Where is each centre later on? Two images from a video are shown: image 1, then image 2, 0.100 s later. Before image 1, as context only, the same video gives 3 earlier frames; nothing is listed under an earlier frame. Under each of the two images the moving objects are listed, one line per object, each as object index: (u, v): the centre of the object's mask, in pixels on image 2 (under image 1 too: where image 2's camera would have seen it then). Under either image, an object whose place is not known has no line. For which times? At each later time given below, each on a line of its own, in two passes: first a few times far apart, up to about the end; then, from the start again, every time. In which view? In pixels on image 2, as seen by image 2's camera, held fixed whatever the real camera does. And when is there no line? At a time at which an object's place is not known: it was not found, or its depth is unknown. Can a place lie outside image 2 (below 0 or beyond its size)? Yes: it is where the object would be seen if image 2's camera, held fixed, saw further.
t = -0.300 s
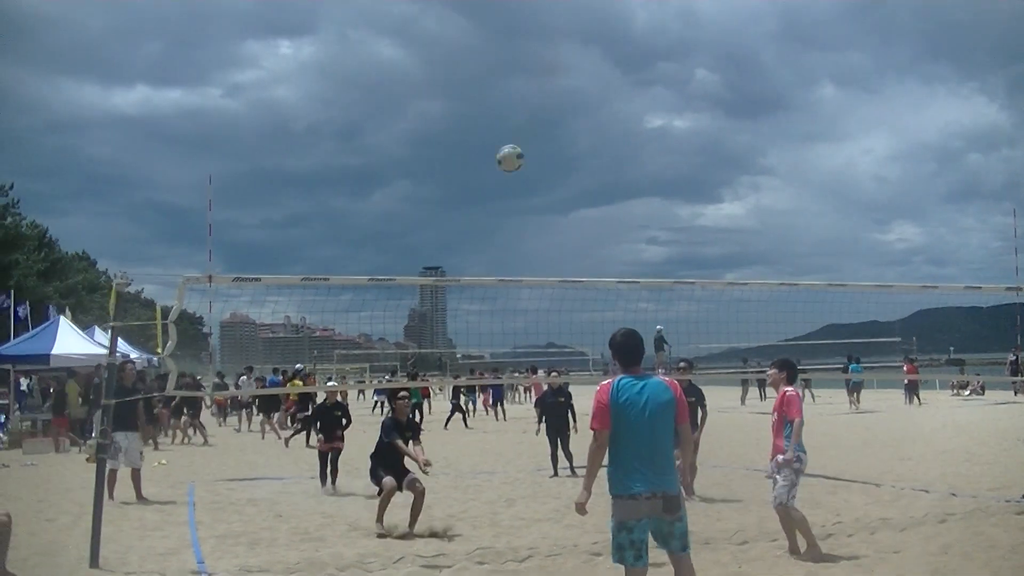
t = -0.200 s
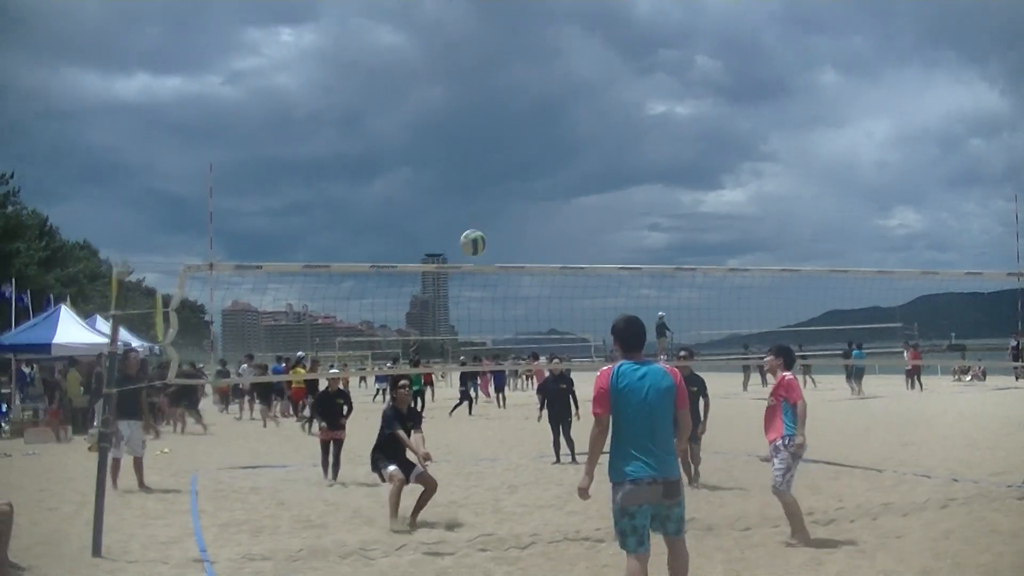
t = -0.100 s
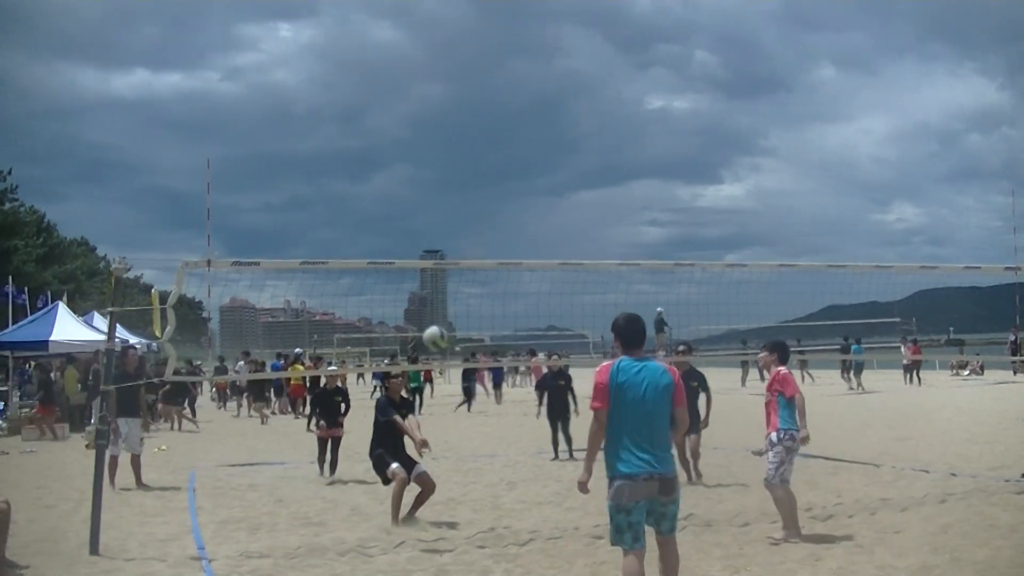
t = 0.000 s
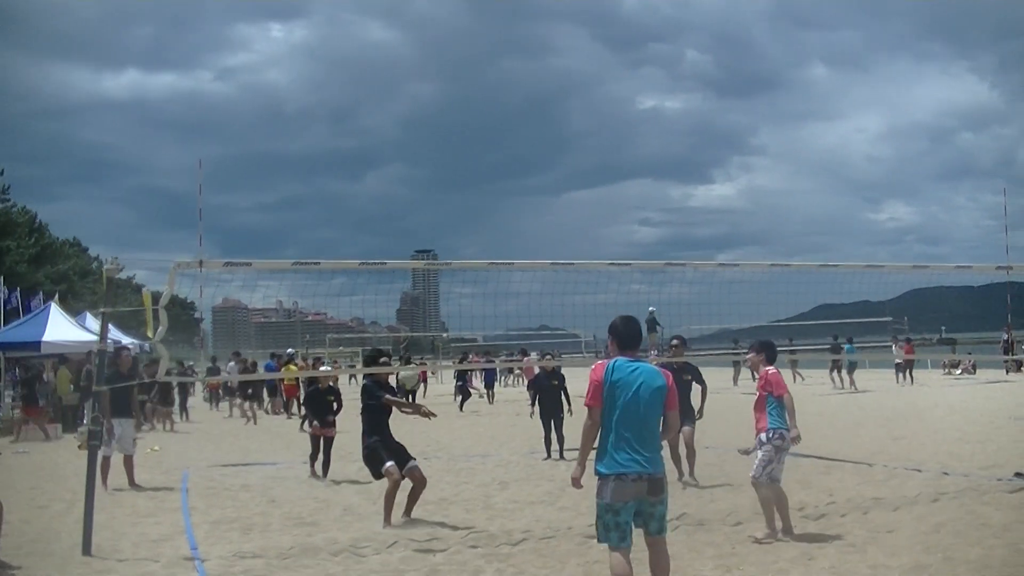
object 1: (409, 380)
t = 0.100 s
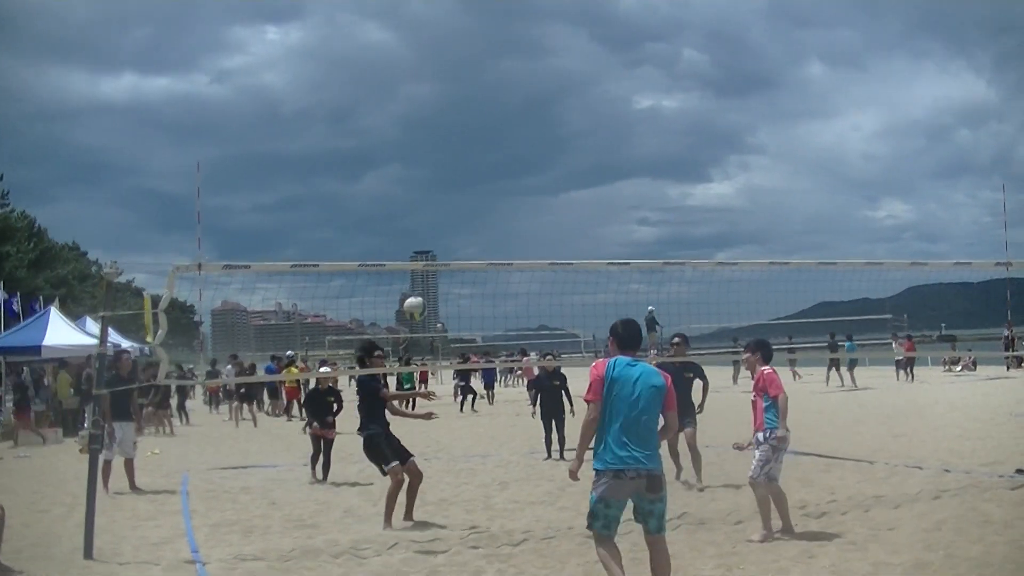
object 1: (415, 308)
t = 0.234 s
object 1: (421, 231)
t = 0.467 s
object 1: (422, 134)
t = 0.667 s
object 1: (418, 98)
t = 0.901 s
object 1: (412, 117)
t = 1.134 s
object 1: (401, 199)
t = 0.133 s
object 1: (416, 287)
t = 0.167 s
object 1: (417, 267)
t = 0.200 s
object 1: (420, 249)
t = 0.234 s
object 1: (421, 231)
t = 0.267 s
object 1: (422, 213)
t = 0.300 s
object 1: (422, 198)
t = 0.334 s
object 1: (423, 183)
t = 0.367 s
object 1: (423, 169)
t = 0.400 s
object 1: (422, 156)
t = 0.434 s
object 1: (423, 145)
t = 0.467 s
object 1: (422, 134)
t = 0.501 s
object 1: (422, 125)
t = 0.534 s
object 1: (421, 117)
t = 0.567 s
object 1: (421, 110)
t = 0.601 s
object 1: (419, 105)
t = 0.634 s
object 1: (418, 101)
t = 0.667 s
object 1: (418, 98)
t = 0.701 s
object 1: (417, 97)
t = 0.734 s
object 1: (416, 96)
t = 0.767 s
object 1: (416, 98)
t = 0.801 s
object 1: (414, 100)
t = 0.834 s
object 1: (414, 104)
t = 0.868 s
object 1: (413, 109)
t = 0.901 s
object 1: (412, 117)
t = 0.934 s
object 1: (411, 124)
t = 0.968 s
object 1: (409, 133)
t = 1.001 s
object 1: (408, 145)
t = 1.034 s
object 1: (407, 157)
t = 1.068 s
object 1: (405, 169)
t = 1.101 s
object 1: (403, 184)
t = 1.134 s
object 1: (401, 199)
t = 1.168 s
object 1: (400, 216)
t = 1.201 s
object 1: (398, 235)
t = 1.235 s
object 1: (396, 254)
